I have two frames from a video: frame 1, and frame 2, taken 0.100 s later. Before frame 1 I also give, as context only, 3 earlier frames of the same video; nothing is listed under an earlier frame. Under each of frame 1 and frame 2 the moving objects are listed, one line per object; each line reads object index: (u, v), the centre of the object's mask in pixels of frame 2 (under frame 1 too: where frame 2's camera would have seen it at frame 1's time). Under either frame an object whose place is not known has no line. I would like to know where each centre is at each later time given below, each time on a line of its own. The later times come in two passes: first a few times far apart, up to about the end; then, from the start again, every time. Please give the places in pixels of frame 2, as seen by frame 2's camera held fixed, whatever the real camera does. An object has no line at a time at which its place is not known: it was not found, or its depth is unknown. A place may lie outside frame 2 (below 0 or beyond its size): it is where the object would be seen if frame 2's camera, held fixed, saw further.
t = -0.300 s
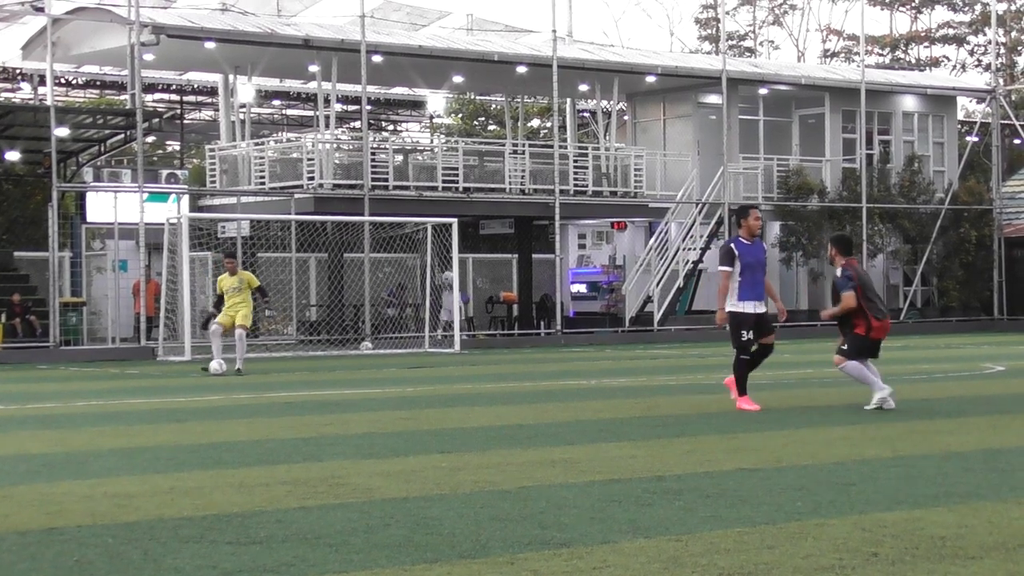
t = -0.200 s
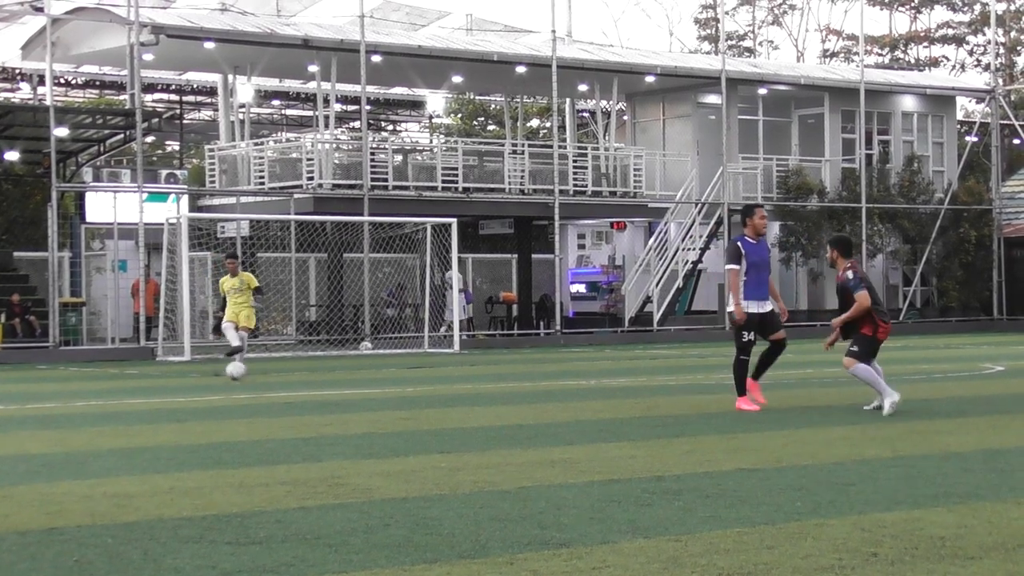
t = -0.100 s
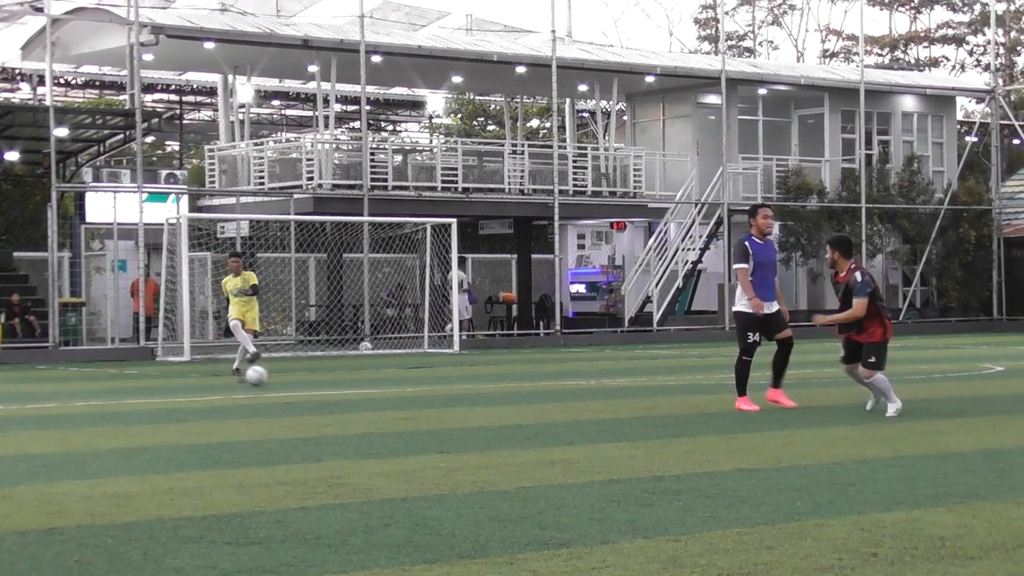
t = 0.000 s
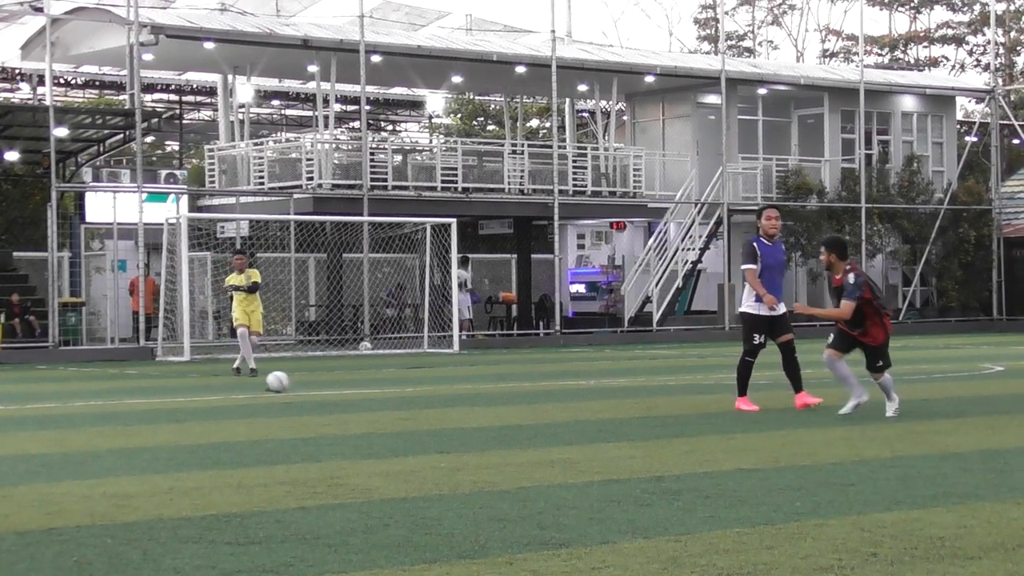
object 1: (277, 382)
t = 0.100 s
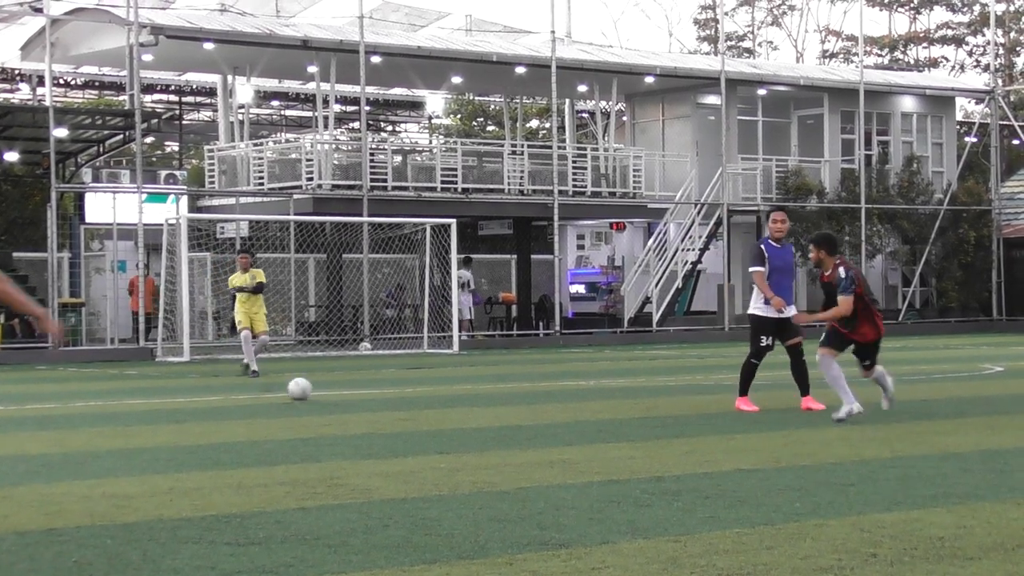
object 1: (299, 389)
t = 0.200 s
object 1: (322, 395)
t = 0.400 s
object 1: (369, 406)
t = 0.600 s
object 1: (420, 428)
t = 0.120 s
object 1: (304, 389)
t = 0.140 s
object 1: (307, 390)
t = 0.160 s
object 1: (312, 390)
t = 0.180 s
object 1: (317, 391)
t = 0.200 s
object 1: (322, 395)
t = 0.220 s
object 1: (327, 397)
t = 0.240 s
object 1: (332, 398)
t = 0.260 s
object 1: (335, 397)
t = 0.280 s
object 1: (340, 397)
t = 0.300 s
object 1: (344, 396)
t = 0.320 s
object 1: (350, 397)
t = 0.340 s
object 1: (354, 398)
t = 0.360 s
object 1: (359, 400)
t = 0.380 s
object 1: (363, 402)
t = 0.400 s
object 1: (369, 406)
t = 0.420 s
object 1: (374, 411)
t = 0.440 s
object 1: (380, 415)
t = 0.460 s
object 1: (383, 415)
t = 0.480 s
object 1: (388, 415)
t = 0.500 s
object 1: (393, 416)
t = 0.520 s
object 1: (397, 417)
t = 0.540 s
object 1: (404, 417)
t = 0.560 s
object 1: (409, 420)
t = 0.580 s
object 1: (415, 425)
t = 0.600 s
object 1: (420, 428)
